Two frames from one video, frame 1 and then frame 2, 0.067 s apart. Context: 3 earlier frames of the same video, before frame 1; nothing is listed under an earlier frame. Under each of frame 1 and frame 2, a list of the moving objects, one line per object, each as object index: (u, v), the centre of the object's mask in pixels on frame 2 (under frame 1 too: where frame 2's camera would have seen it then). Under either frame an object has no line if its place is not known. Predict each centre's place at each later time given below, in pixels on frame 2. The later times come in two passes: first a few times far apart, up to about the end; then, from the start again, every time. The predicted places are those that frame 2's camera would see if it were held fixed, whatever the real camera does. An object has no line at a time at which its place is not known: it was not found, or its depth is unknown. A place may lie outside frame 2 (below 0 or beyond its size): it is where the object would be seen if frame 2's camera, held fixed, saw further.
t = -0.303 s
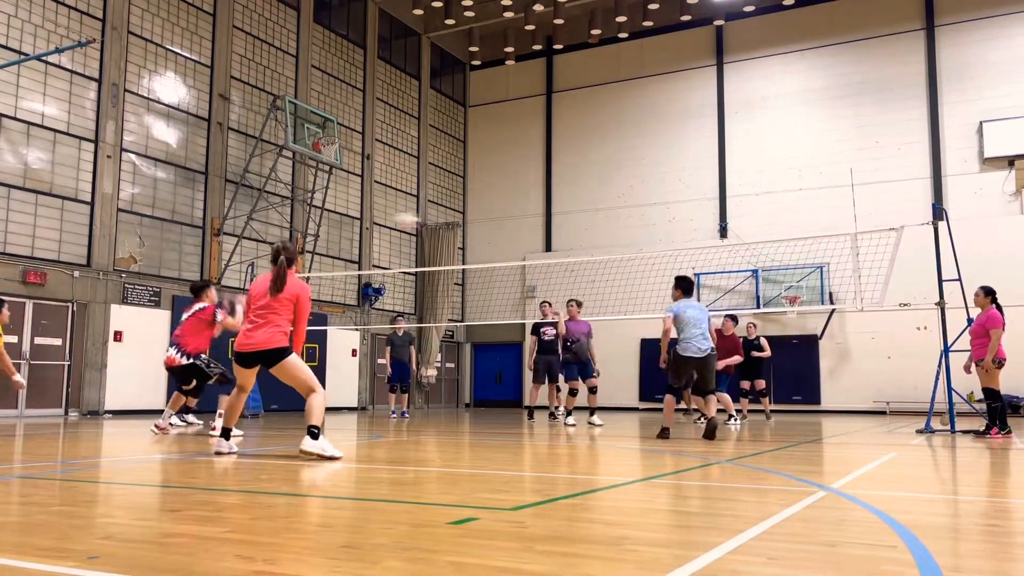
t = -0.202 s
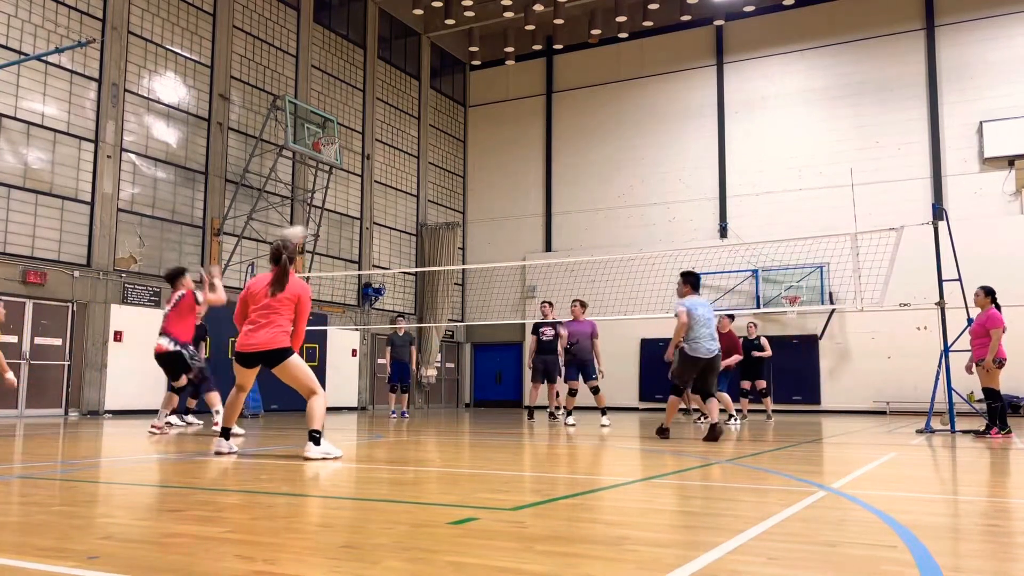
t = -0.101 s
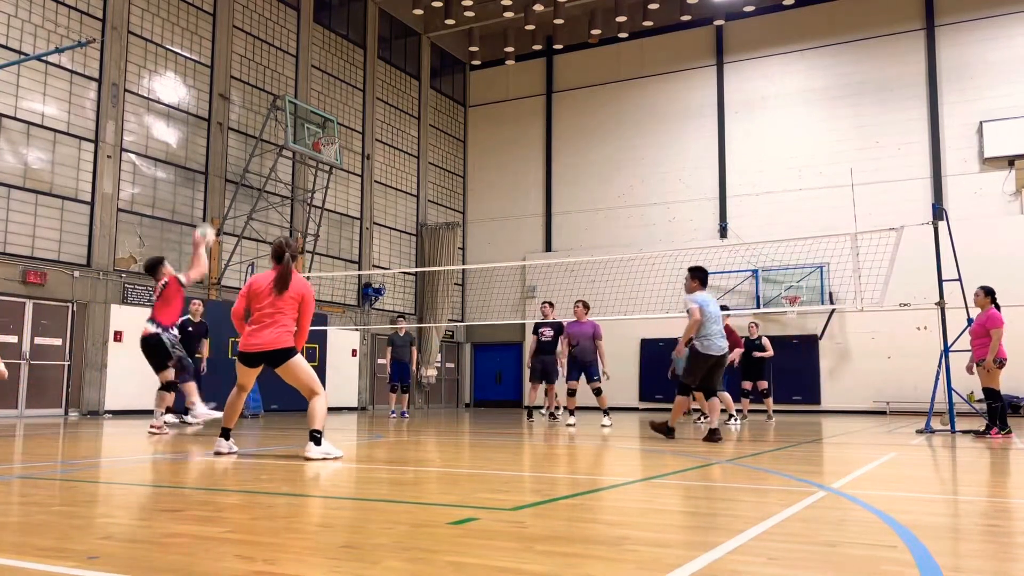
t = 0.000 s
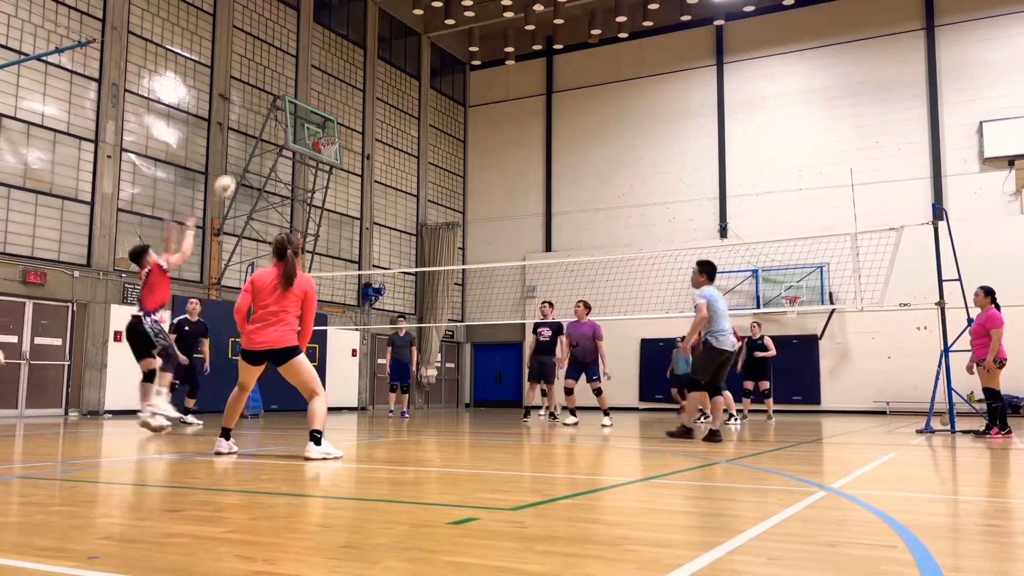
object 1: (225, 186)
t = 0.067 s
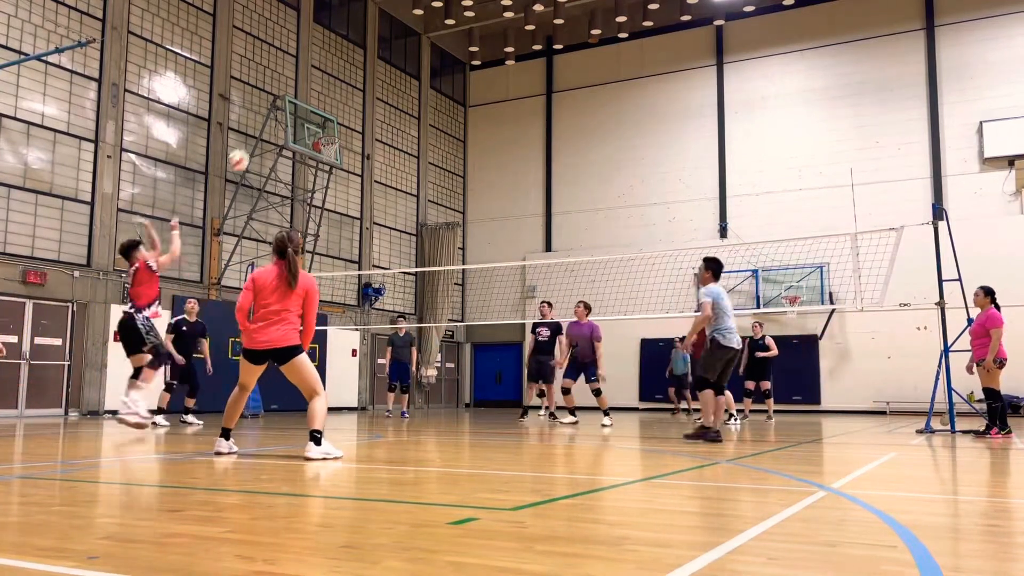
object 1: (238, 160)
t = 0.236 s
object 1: (269, 115)
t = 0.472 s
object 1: (306, 96)
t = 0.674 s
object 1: (335, 114)
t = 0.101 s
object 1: (245, 149)
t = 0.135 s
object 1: (251, 139)
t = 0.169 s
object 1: (257, 130)
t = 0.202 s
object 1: (264, 122)
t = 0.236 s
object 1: (269, 115)
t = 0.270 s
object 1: (275, 109)
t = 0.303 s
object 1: (280, 106)
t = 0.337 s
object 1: (286, 102)
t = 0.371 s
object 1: (291, 99)
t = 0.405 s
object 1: (296, 96)
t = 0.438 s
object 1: (302, 95)
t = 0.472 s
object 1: (306, 96)
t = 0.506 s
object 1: (311, 97)
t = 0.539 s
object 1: (316, 99)
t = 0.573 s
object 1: (321, 102)
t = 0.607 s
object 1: (326, 105)
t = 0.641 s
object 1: (331, 110)
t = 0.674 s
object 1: (335, 114)
